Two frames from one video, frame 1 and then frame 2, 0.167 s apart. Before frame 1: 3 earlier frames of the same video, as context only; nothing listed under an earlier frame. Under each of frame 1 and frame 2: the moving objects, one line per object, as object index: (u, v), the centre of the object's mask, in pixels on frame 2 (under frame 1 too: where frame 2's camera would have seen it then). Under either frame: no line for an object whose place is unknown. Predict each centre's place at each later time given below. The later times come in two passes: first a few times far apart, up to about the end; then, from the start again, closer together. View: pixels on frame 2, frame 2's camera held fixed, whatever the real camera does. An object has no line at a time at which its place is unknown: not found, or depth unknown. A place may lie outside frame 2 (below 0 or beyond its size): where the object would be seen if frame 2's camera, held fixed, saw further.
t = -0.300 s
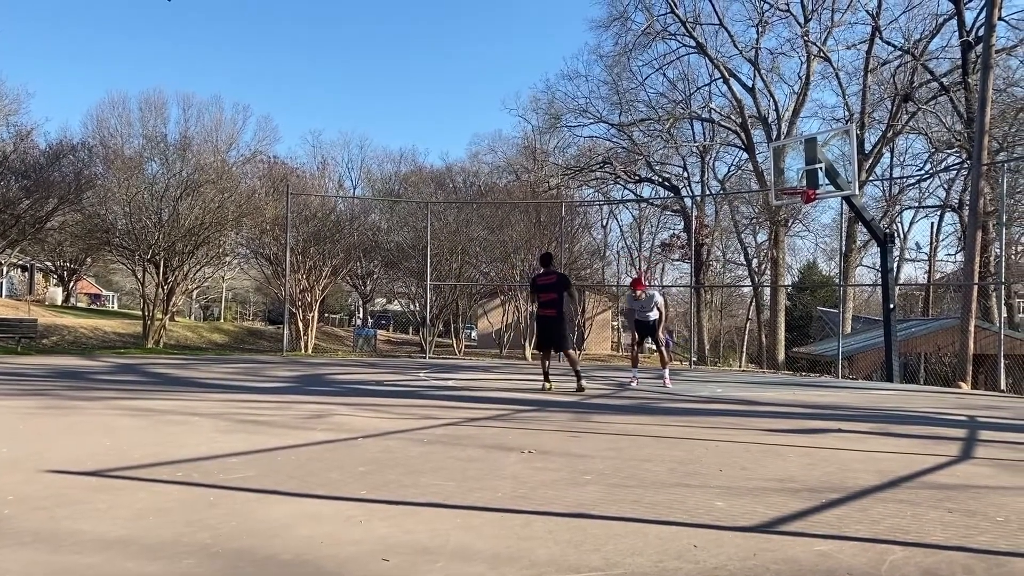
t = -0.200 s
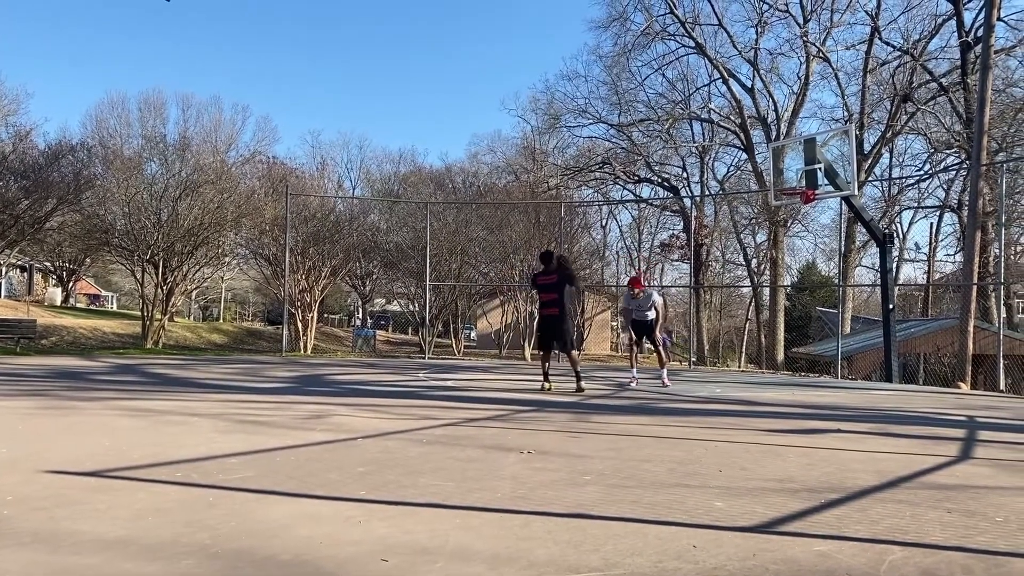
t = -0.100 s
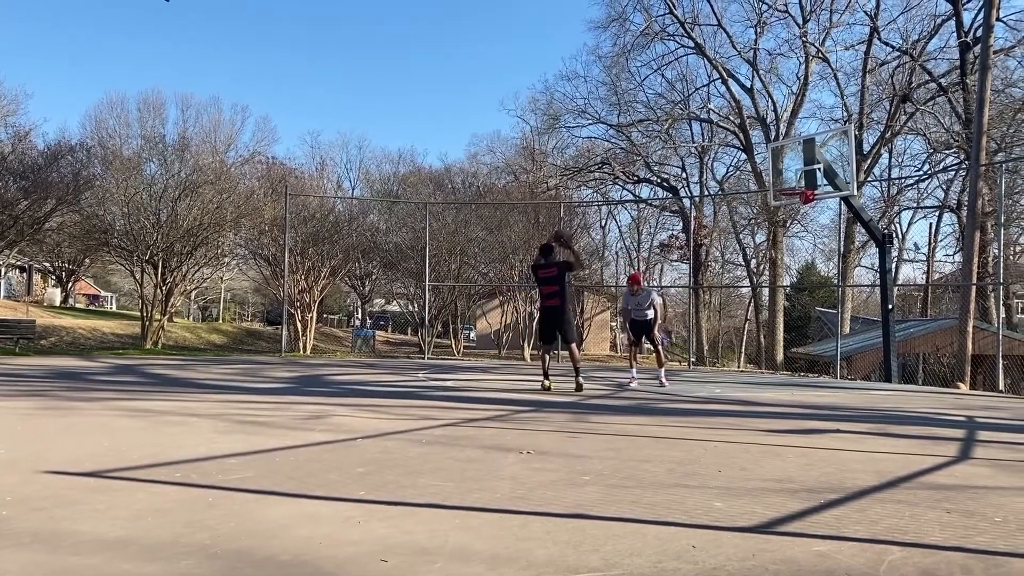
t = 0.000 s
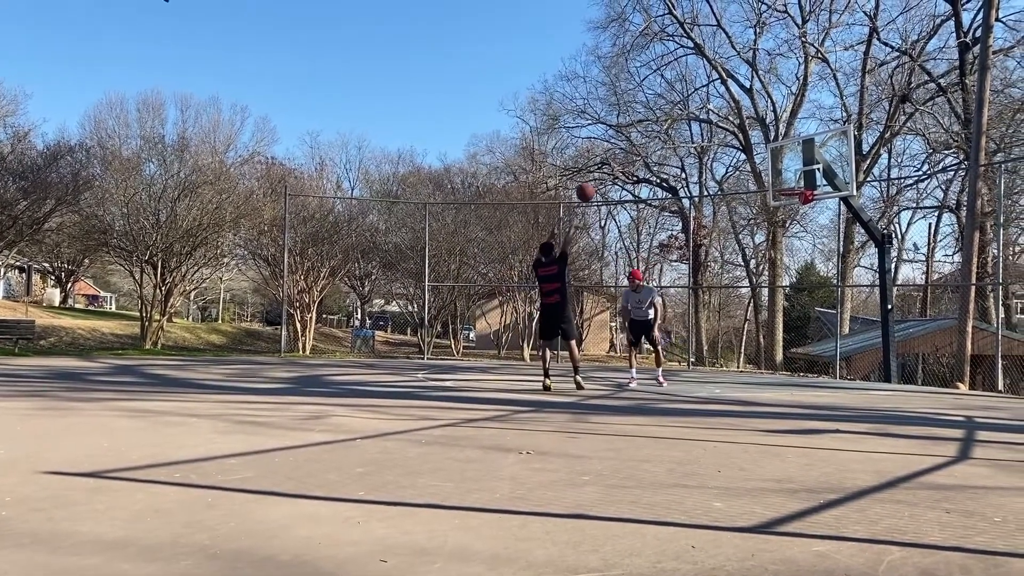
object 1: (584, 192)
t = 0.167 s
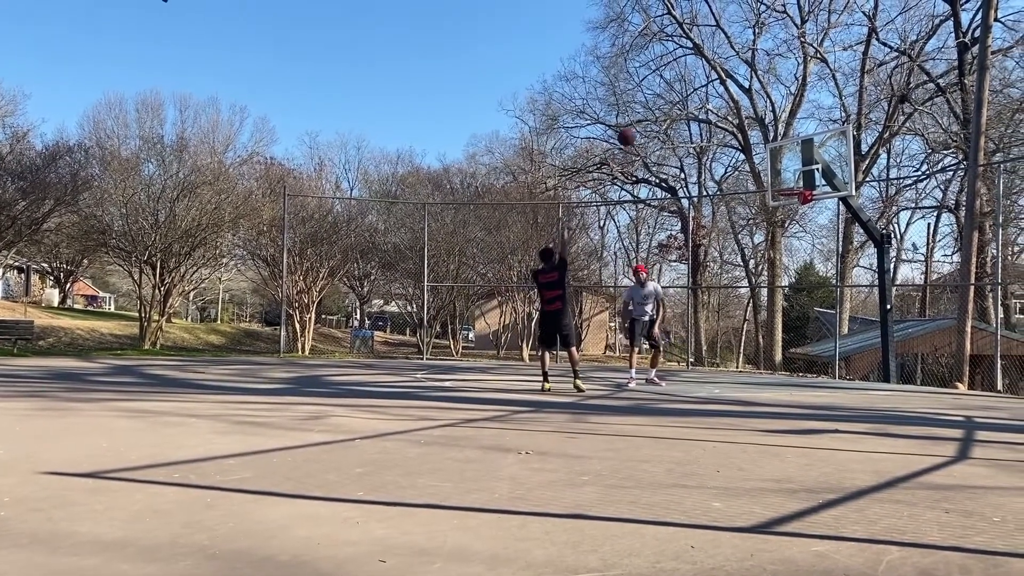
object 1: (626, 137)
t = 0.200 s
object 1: (634, 129)
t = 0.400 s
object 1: (679, 101)
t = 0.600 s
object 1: (719, 100)
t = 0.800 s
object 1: (755, 125)
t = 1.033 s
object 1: (794, 182)
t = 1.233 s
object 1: (795, 198)
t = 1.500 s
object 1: (788, 227)
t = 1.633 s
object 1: (783, 249)
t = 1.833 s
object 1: (777, 302)
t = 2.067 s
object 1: (767, 364)
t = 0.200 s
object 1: (634, 129)
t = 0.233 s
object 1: (641, 123)
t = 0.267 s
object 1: (650, 116)
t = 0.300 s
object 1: (657, 111)
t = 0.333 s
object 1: (664, 106)
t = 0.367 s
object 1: (672, 103)
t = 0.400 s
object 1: (679, 101)
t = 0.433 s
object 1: (685, 99)
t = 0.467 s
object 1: (693, 97)
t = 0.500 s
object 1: (700, 96)
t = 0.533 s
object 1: (706, 97)
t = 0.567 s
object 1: (713, 98)
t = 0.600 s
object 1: (719, 100)
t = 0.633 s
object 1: (726, 102)
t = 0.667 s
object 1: (732, 105)
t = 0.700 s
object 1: (737, 109)
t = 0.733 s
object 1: (744, 112)
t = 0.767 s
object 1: (750, 119)
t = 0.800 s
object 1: (755, 125)
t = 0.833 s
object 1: (760, 131)
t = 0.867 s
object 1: (767, 138)
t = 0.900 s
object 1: (772, 146)
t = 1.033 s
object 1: (794, 182)
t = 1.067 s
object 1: (795, 190)
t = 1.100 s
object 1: (786, 193)
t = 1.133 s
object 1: (781, 194)
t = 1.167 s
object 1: (787, 195)
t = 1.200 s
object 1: (794, 196)
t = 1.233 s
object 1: (795, 198)
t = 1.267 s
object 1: (793, 205)
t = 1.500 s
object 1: (788, 227)
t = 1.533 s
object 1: (787, 231)
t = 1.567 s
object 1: (786, 237)
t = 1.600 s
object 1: (785, 243)
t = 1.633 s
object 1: (783, 249)
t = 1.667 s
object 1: (782, 257)
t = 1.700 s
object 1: (779, 264)
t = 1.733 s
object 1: (779, 273)
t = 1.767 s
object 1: (778, 282)
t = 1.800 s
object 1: (777, 292)
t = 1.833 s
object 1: (777, 302)
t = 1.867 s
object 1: (775, 313)
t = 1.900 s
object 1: (773, 324)
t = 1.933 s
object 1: (771, 337)
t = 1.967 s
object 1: (771, 349)
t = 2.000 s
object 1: (771, 362)
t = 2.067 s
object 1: (767, 364)
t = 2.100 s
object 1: (765, 354)
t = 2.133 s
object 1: (764, 345)
